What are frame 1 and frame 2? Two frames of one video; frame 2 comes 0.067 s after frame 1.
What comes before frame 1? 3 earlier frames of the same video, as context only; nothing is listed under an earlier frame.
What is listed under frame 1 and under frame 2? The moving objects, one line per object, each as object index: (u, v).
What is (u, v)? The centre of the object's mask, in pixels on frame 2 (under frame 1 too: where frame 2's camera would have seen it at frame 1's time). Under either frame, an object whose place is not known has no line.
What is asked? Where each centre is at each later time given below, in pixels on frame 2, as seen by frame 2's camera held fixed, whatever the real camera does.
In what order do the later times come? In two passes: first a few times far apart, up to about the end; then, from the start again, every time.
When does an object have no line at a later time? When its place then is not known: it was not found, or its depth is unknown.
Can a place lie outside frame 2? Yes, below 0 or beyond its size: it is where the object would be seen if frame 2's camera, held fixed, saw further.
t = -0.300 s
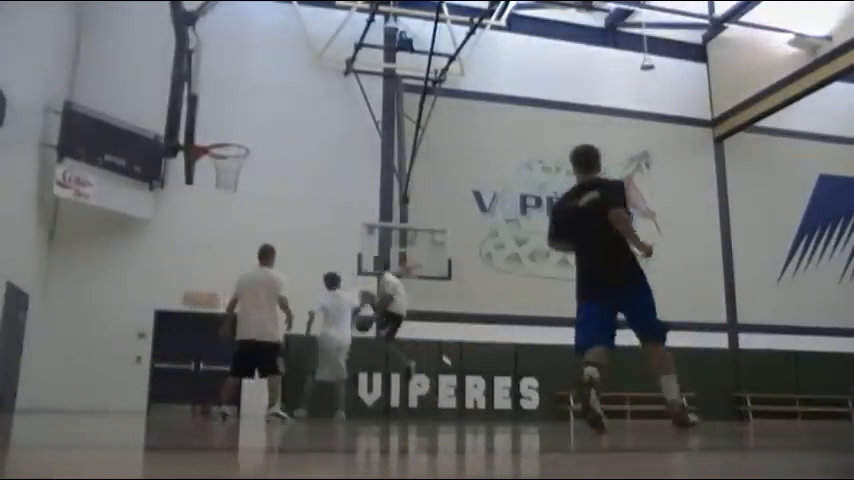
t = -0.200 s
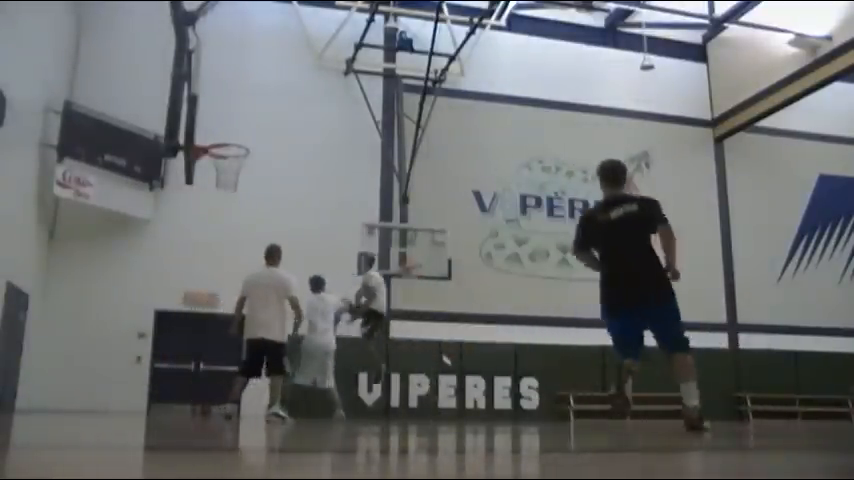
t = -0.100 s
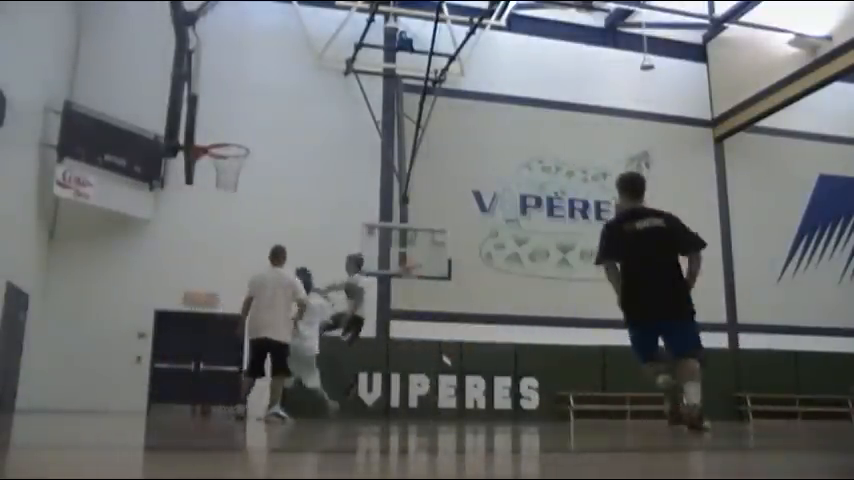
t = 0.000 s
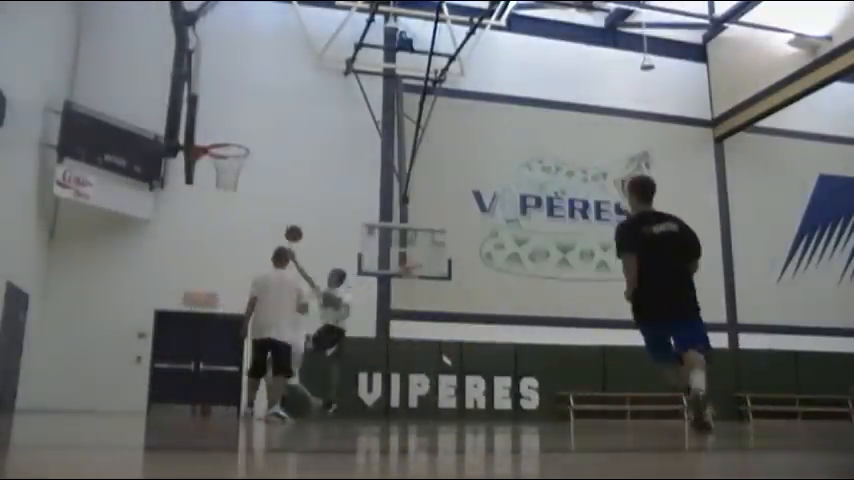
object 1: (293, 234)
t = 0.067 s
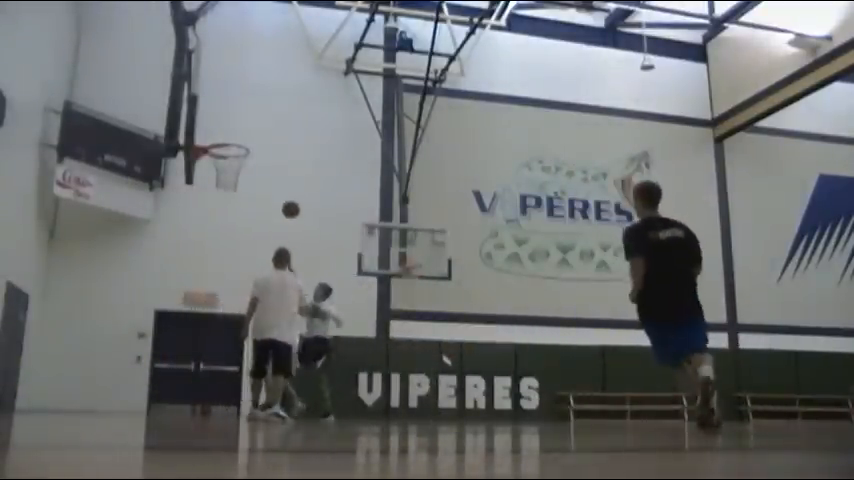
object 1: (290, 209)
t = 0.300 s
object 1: (279, 149)
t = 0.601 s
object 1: (259, 126)
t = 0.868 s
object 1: (227, 147)
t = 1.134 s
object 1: (229, 174)
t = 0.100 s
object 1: (289, 199)
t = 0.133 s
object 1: (287, 188)
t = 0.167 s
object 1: (286, 179)
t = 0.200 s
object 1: (284, 170)
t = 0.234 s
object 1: (282, 162)
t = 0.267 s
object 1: (281, 155)
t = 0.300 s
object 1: (279, 149)
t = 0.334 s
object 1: (277, 143)
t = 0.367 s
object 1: (275, 138)
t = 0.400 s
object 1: (273, 134)
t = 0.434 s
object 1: (271, 131)
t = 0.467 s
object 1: (268, 128)
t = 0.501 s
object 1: (266, 126)
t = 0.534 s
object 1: (264, 125)
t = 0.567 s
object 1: (261, 125)
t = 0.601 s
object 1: (259, 126)
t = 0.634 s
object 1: (256, 128)
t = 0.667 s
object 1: (253, 130)
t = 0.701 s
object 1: (251, 133)
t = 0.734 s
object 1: (248, 138)
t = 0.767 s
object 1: (245, 142)
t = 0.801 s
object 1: (239, 144)
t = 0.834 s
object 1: (233, 145)
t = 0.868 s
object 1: (227, 147)
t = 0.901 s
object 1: (223, 149)
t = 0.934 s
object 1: (223, 152)
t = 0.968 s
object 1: (223, 155)
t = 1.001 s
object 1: (224, 160)
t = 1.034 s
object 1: (224, 163)
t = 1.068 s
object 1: (226, 166)
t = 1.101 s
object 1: (228, 170)
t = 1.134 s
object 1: (229, 174)
